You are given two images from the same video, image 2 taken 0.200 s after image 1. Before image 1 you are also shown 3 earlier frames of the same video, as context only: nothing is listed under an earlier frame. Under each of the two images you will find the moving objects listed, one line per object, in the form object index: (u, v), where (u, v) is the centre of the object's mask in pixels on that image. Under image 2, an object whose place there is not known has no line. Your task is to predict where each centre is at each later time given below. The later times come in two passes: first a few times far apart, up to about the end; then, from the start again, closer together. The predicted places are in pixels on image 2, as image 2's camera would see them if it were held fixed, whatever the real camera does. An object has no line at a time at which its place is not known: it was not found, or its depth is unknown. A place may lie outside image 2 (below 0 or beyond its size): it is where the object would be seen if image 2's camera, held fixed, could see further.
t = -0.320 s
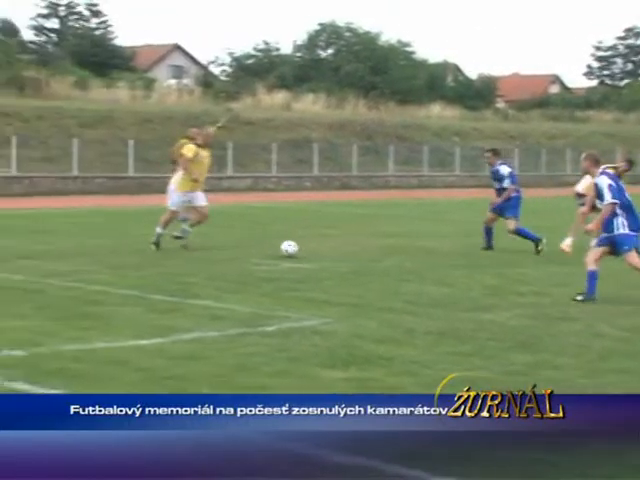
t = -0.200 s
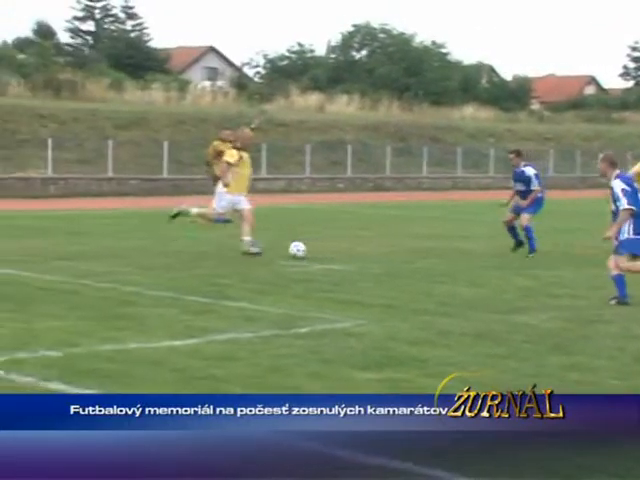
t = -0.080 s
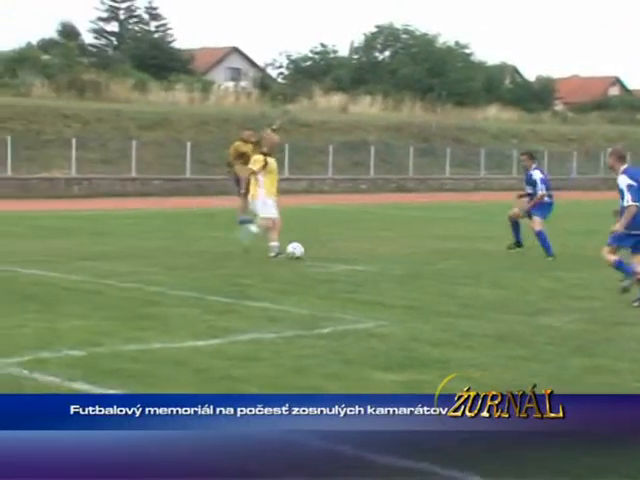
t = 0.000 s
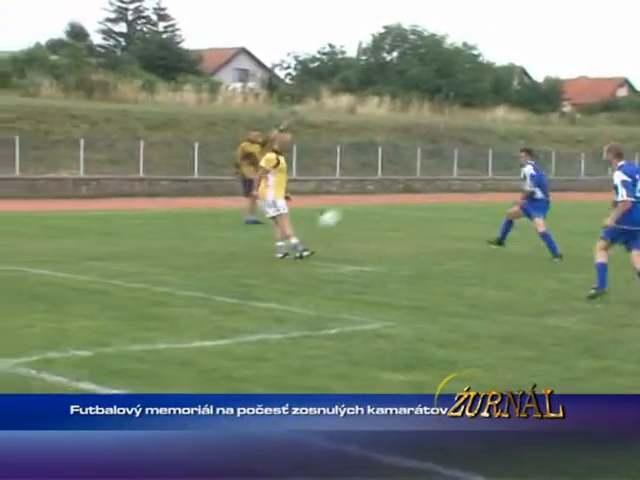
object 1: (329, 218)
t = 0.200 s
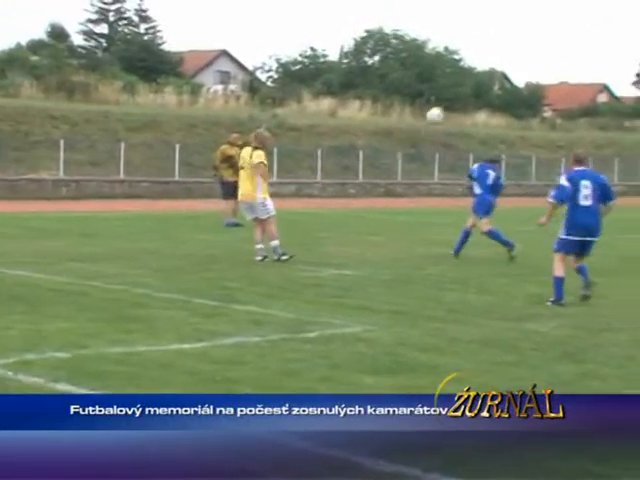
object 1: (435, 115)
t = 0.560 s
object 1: (586, 18)
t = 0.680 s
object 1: (623, 4)
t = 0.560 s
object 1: (586, 18)
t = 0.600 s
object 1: (598, 12)
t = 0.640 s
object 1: (610, 8)
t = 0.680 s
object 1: (623, 4)
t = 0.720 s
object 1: (634, 2)
